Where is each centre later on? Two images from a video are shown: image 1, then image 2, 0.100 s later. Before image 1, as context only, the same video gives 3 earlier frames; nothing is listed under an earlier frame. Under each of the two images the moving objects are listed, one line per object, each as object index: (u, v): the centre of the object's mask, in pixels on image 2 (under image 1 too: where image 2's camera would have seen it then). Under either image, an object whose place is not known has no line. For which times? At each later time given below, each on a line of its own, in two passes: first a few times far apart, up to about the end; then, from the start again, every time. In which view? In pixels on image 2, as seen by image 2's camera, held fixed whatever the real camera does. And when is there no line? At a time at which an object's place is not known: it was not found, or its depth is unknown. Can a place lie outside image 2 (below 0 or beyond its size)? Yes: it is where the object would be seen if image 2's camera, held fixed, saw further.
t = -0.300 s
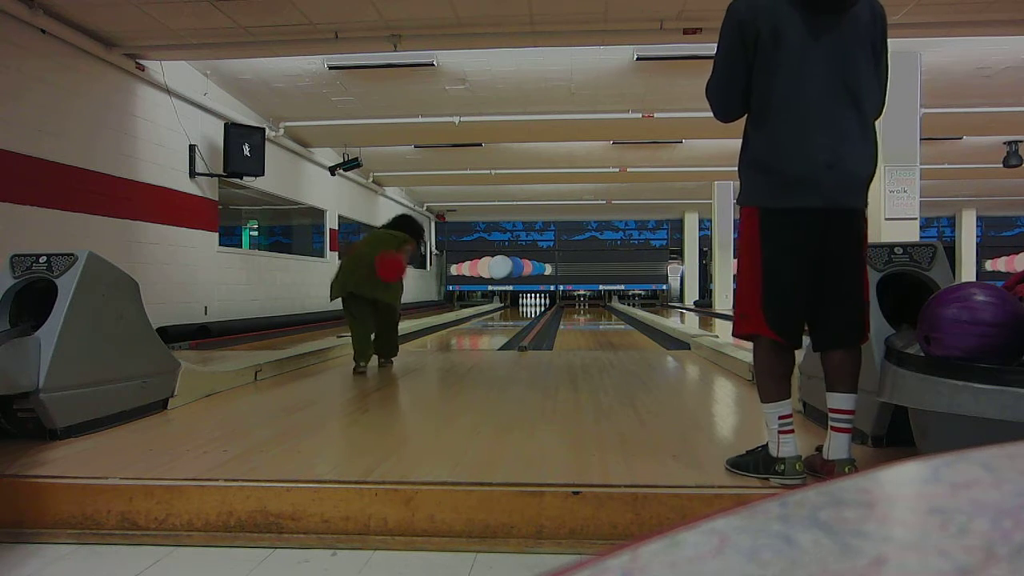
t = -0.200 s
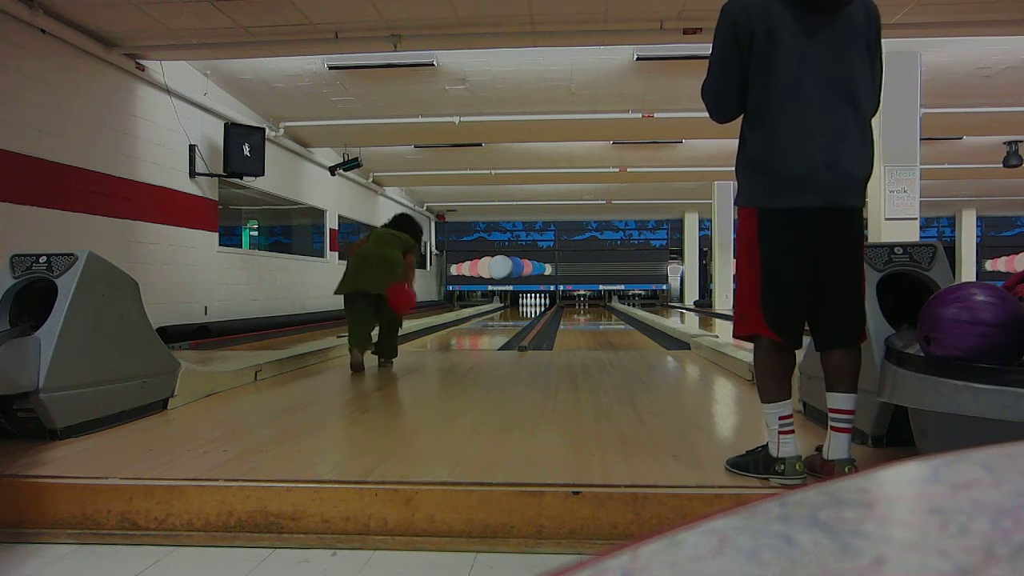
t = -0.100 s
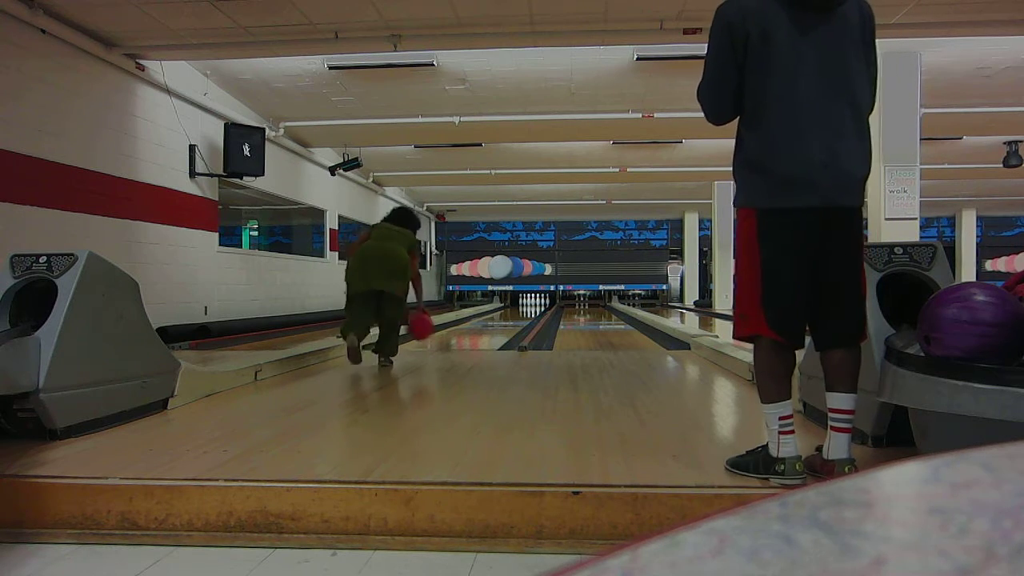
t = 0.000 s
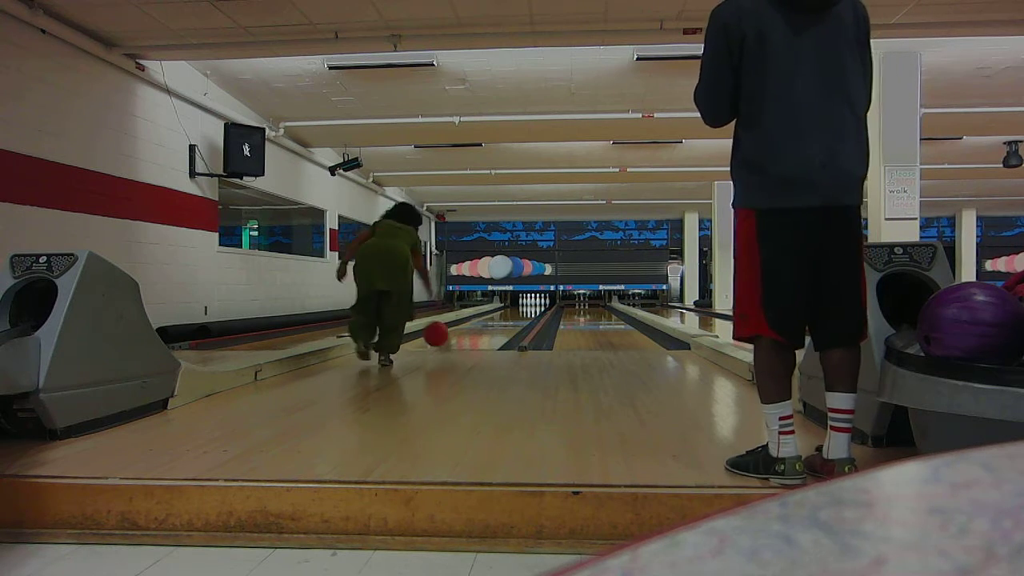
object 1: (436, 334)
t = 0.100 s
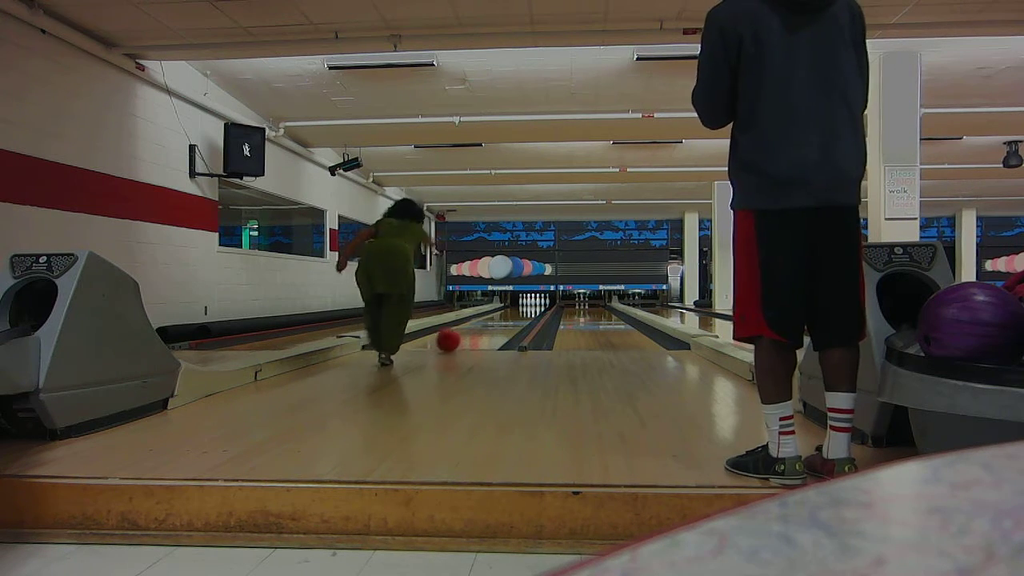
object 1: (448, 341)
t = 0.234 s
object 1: (461, 336)
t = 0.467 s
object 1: (479, 328)
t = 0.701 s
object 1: (491, 323)
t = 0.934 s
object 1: (500, 320)
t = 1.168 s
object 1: (506, 317)
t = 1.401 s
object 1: (511, 315)
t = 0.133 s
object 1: (452, 339)
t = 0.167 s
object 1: (455, 338)
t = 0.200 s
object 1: (458, 337)
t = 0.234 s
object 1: (461, 336)
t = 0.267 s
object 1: (464, 335)
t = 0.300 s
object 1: (467, 334)
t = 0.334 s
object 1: (470, 332)
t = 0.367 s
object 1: (472, 331)
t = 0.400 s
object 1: (474, 330)
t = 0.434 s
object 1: (476, 329)
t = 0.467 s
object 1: (479, 328)
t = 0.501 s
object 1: (480, 328)
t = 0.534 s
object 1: (483, 327)
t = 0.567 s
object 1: (484, 327)
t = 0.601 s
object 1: (486, 326)
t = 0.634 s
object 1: (488, 325)
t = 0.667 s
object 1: (489, 324)
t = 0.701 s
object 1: (491, 323)
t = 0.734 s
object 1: (492, 323)
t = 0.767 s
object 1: (494, 322)
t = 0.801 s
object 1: (495, 322)
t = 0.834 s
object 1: (496, 321)
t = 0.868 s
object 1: (498, 321)
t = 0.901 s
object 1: (498, 321)
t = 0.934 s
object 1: (500, 320)
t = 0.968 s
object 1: (501, 320)
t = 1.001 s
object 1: (502, 320)
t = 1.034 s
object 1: (503, 319)
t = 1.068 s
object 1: (505, 318)
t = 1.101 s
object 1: (505, 318)
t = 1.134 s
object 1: (506, 318)
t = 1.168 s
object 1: (506, 317)
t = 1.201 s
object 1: (506, 317)
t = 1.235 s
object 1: (509, 315)
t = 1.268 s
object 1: (510, 315)
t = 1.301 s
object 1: (510, 315)
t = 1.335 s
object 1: (511, 315)
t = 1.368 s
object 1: (511, 315)
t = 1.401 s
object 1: (511, 315)
